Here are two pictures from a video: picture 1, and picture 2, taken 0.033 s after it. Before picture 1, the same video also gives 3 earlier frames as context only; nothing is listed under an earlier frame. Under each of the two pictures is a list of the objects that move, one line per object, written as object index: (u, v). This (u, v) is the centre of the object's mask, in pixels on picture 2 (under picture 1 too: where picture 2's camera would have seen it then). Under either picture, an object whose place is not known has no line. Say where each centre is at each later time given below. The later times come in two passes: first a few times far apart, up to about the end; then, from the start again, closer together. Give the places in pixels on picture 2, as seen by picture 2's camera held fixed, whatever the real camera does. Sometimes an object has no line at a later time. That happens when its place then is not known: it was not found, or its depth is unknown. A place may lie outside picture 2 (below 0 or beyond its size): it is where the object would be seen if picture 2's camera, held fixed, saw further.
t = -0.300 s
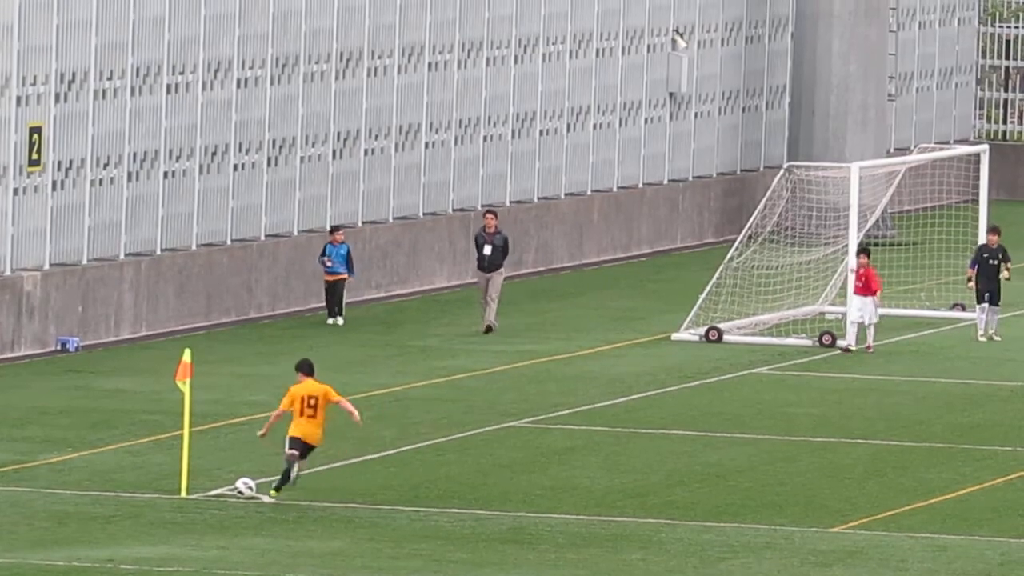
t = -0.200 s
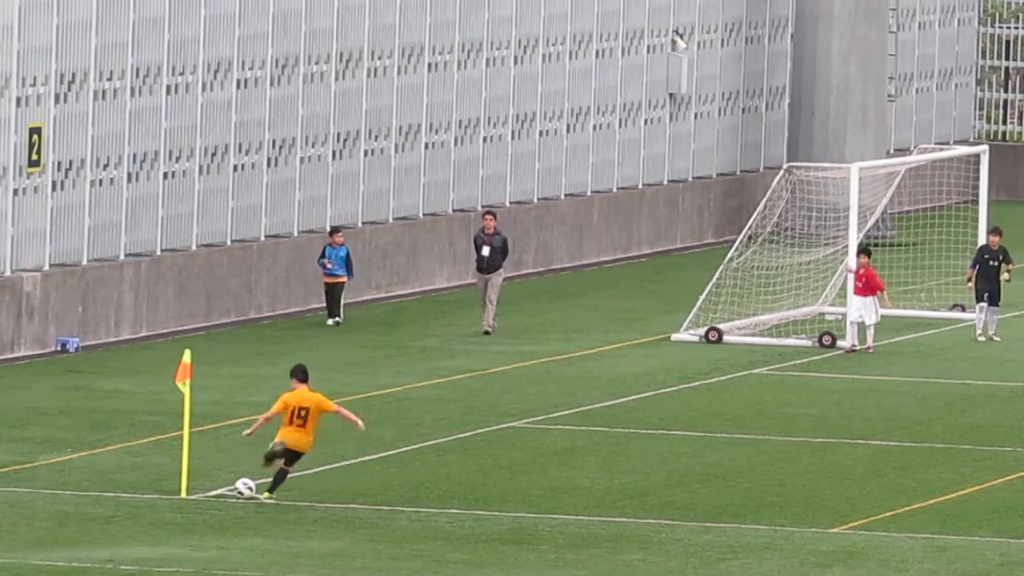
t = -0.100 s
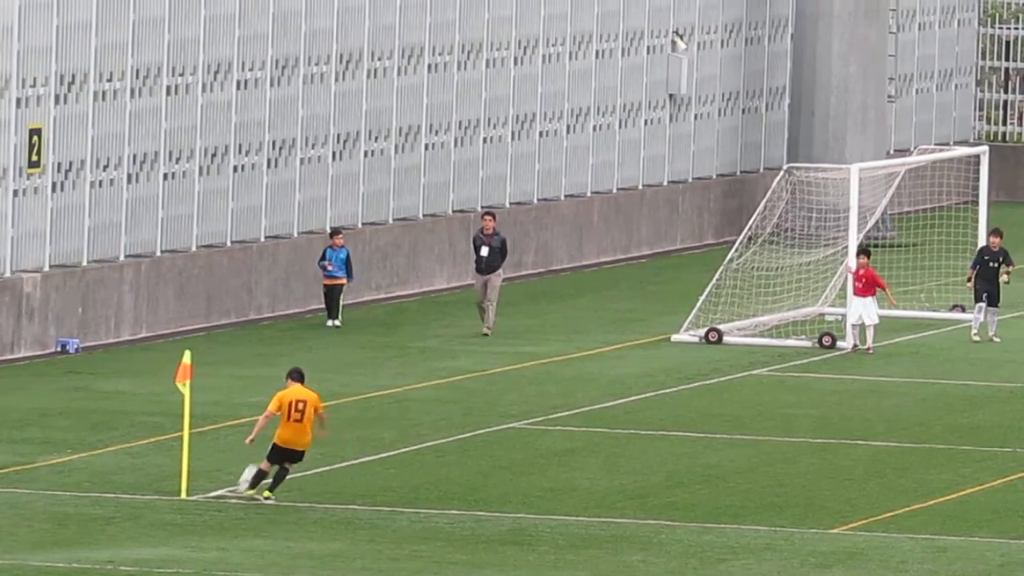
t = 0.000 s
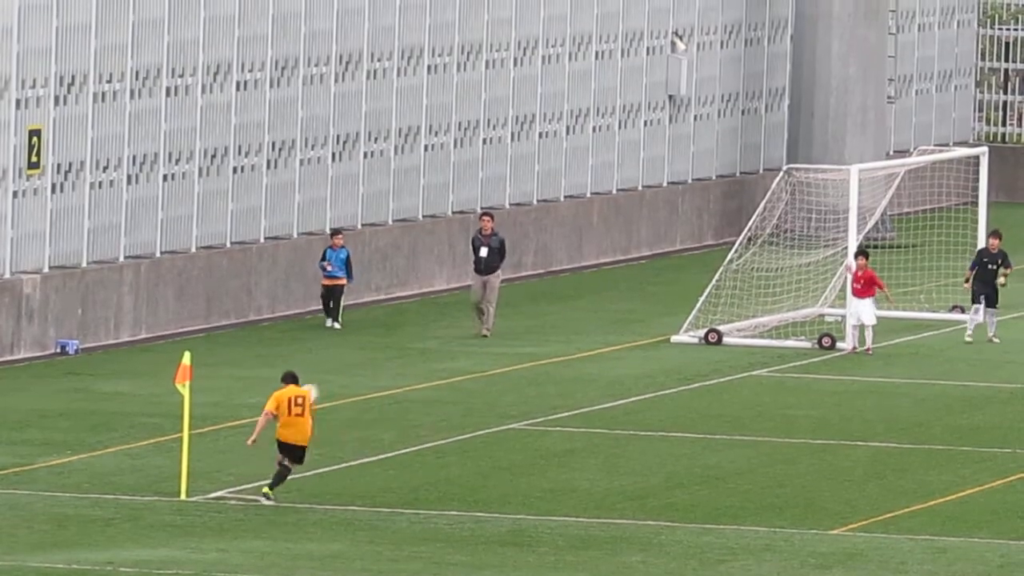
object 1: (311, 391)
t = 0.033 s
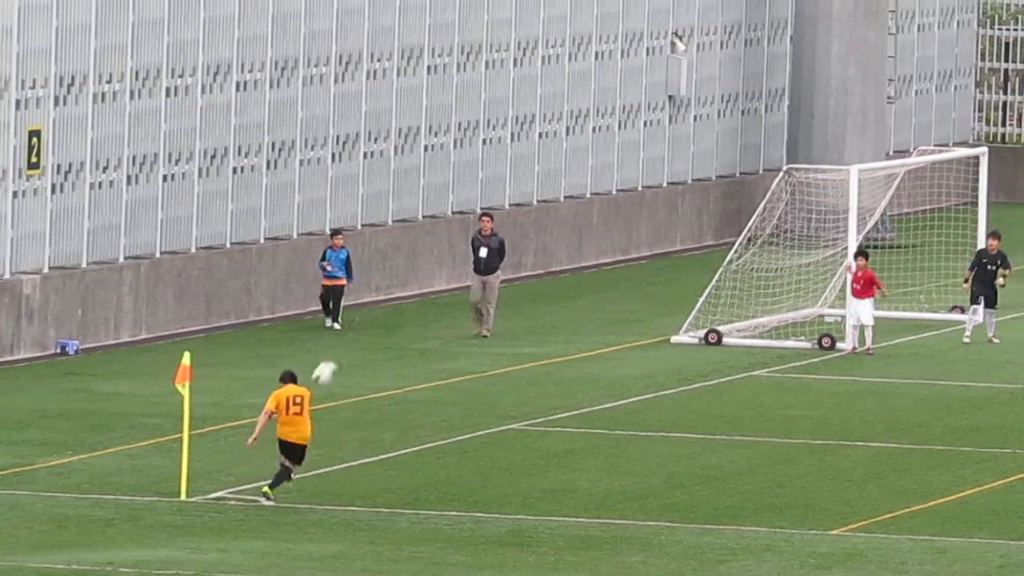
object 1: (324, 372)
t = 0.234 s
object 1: (435, 247)
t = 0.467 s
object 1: (562, 145)
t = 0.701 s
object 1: (686, 85)
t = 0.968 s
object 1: (829, 61)
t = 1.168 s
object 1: (933, 74)
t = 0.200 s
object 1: (417, 265)
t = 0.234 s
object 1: (435, 247)
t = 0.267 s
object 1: (453, 229)
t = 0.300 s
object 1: (472, 212)
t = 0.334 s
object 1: (491, 198)
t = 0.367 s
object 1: (508, 182)
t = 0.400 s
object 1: (526, 169)
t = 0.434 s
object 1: (544, 157)
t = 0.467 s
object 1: (562, 145)
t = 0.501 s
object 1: (579, 134)
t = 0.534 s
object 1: (598, 123)
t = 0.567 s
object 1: (615, 114)
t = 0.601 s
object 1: (631, 105)
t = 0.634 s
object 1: (651, 96)
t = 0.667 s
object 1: (669, 90)
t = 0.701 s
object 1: (686, 85)
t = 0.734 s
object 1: (705, 80)
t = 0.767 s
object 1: (723, 75)
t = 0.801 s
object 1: (741, 70)
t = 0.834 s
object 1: (759, 67)
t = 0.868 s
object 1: (777, 64)
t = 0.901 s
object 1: (795, 62)
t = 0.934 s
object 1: (811, 61)
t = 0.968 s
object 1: (829, 61)
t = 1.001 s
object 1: (847, 62)
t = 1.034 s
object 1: (864, 63)
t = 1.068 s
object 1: (881, 64)
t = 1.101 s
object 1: (899, 66)
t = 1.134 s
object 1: (917, 69)
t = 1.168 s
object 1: (933, 74)
